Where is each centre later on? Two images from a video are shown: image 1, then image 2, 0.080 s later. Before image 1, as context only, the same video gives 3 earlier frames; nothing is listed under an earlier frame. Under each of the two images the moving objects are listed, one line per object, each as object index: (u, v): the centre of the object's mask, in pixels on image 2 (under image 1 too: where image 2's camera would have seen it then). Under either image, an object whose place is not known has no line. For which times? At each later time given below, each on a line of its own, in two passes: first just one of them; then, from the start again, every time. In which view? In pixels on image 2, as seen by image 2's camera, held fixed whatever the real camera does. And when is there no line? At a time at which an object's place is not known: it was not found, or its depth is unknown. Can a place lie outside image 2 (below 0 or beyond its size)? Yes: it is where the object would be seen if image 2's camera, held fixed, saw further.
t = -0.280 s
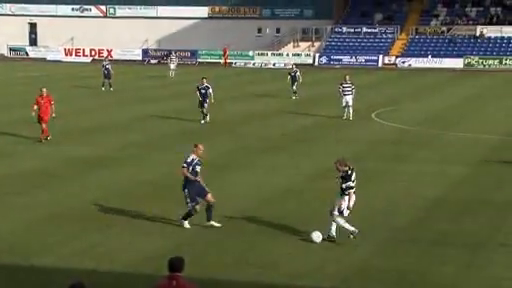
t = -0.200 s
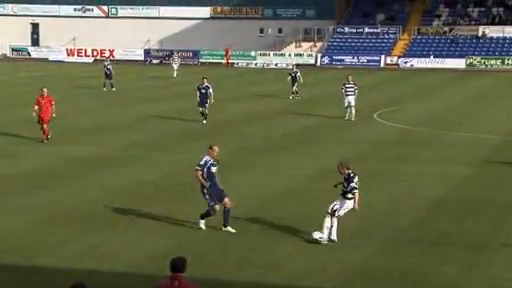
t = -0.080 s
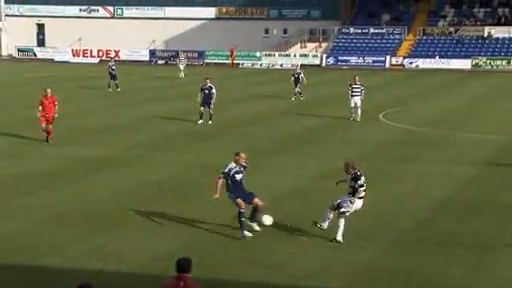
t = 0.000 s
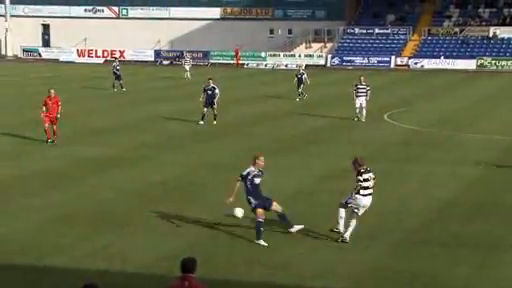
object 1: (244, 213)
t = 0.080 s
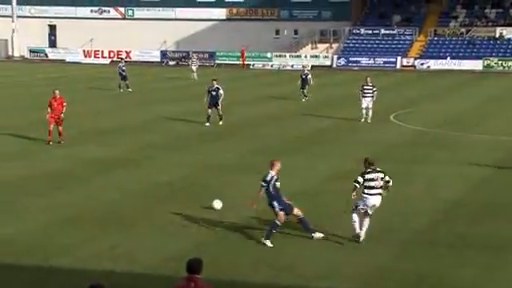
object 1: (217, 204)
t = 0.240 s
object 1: (170, 191)
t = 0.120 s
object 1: (204, 201)
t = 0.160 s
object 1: (192, 198)
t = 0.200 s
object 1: (180, 194)
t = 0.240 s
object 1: (170, 191)
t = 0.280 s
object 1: (160, 188)
